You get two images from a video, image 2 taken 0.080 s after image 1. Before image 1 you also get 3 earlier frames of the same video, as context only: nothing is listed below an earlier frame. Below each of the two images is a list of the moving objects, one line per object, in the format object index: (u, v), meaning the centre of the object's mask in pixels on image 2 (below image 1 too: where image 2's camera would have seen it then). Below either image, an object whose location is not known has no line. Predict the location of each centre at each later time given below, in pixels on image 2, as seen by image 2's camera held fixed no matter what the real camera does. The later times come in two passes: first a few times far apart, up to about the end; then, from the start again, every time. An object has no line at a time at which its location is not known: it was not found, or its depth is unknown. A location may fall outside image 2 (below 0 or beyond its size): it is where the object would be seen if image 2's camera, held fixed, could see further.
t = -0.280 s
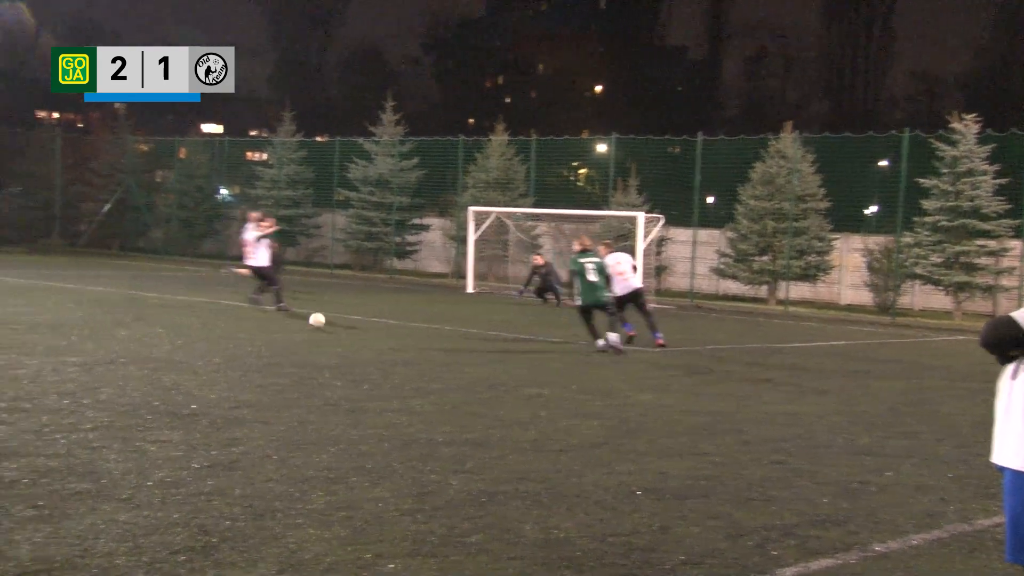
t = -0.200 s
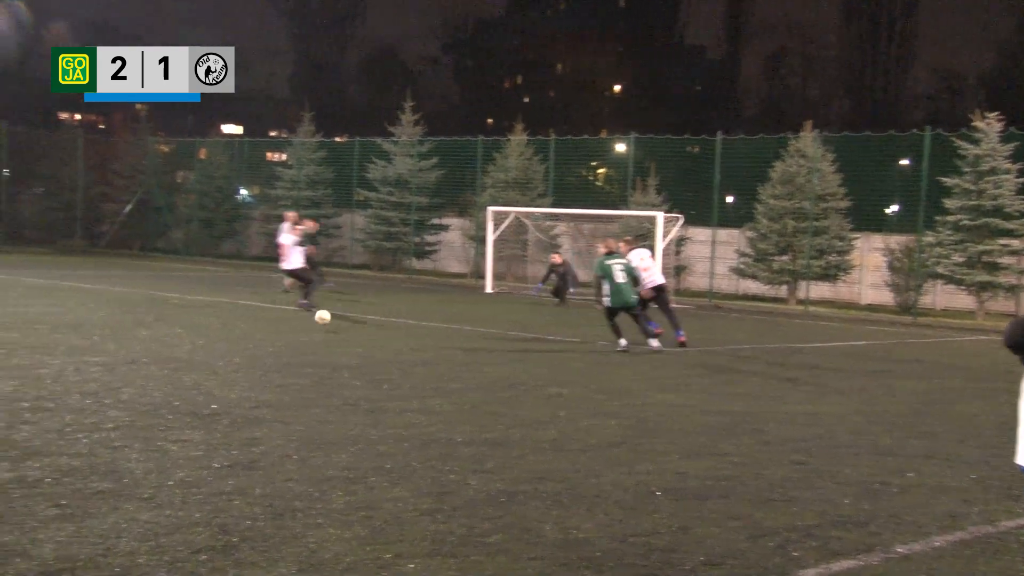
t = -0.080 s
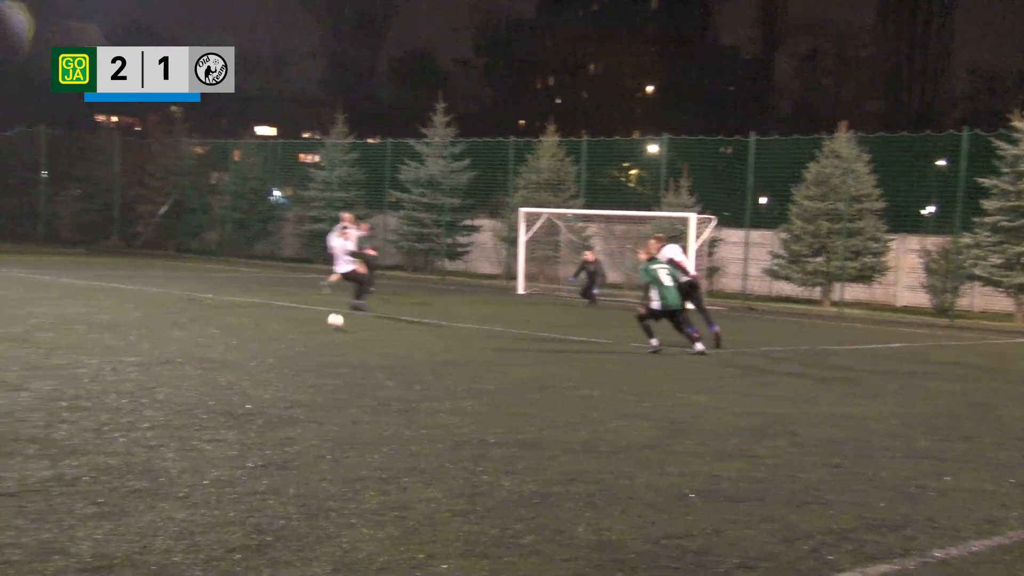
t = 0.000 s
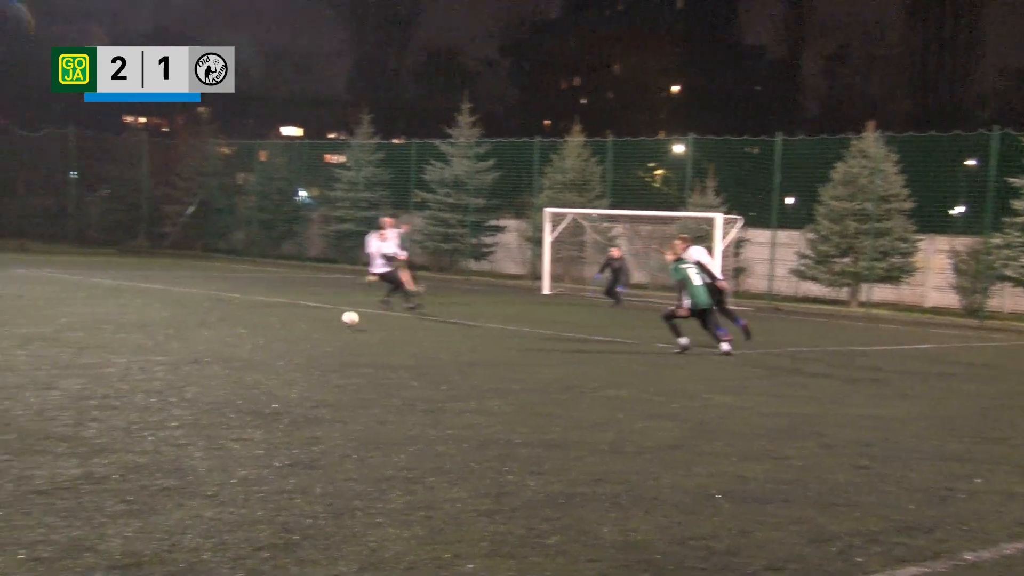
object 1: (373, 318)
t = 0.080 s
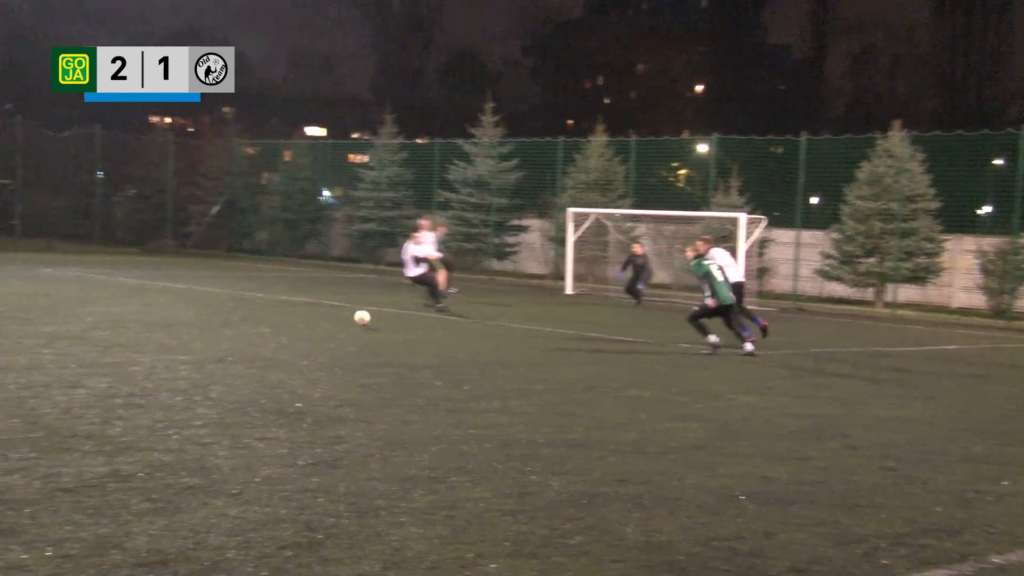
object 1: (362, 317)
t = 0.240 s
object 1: (340, 318)
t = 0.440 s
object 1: (313, 316)
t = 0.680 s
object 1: (282, 314)
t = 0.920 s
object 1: (254, 313)
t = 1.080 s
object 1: (237, 312)
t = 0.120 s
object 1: (357, 319)
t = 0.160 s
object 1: (351, 319)
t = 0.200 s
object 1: (346, 318)
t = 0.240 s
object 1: (340, 318)
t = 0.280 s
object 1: (335, 318)
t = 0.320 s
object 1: (329, 317)
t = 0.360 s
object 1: (324, 316)
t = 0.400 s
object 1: (318, 317)
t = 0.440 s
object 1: (313, 316)
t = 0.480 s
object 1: (307, 316)
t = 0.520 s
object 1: (302, 316)
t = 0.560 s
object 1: (297, 315)
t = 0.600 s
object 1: (292, 315)
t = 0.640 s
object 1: (287, 314)
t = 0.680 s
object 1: (282, 314)
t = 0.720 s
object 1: (277, 314)
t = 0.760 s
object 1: (272, 314)
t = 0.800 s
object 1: (267, 314)
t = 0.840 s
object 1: (263, 313)
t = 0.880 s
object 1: (258, 313)
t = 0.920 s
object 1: (254, 313)
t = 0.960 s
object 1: (249, 313)
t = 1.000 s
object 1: (246, 313)
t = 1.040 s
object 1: (241, 312)
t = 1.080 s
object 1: (237, 312)
